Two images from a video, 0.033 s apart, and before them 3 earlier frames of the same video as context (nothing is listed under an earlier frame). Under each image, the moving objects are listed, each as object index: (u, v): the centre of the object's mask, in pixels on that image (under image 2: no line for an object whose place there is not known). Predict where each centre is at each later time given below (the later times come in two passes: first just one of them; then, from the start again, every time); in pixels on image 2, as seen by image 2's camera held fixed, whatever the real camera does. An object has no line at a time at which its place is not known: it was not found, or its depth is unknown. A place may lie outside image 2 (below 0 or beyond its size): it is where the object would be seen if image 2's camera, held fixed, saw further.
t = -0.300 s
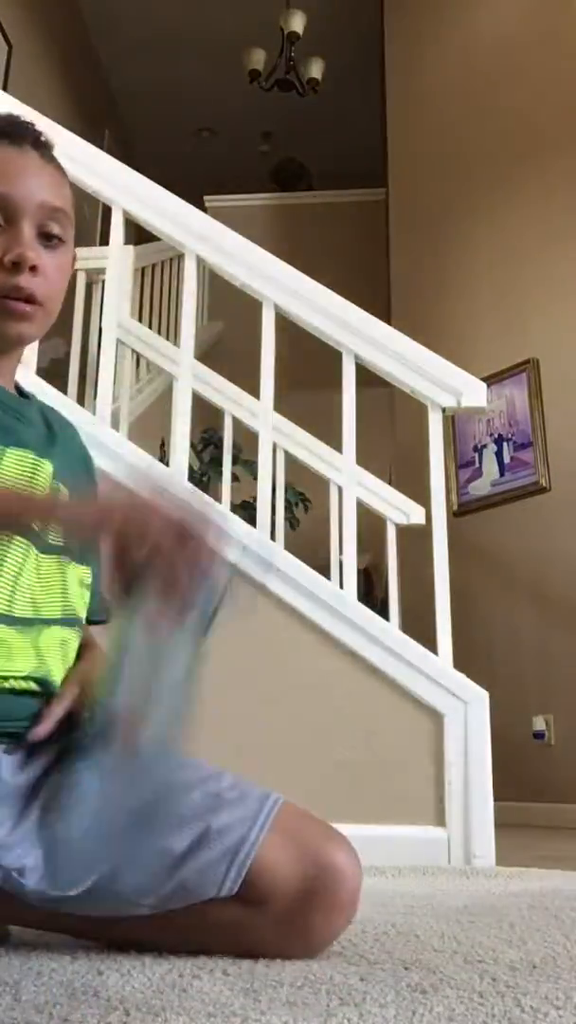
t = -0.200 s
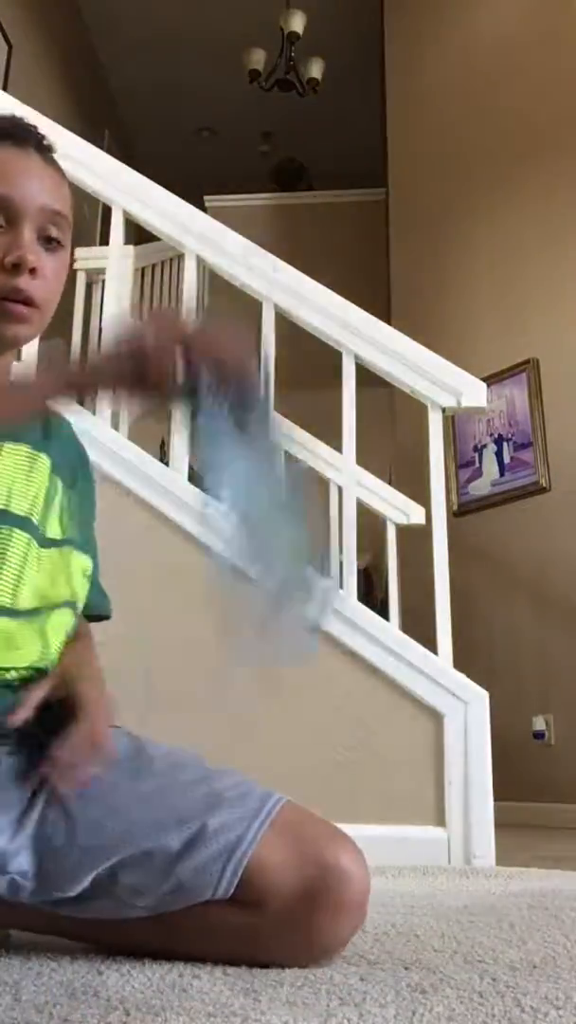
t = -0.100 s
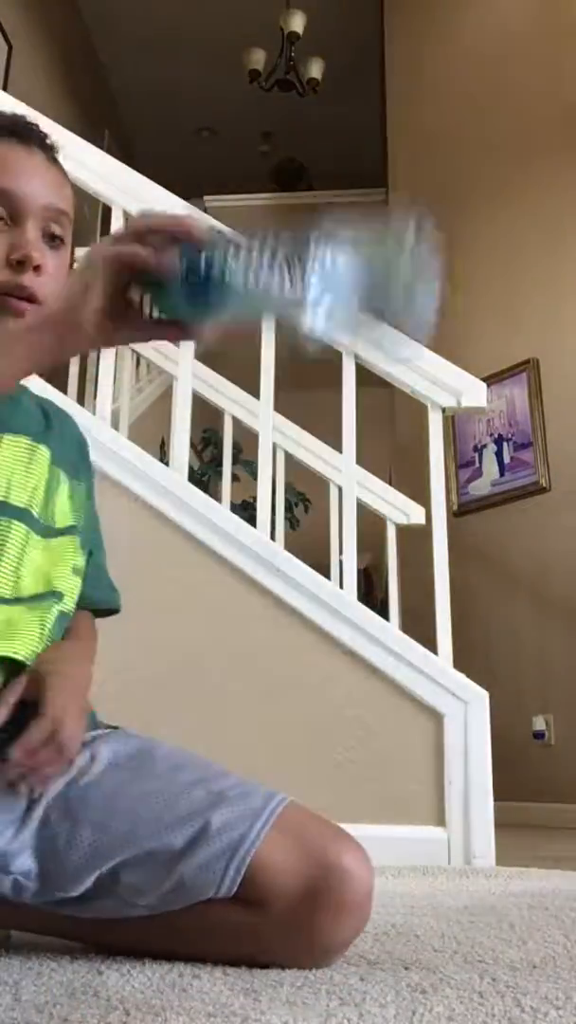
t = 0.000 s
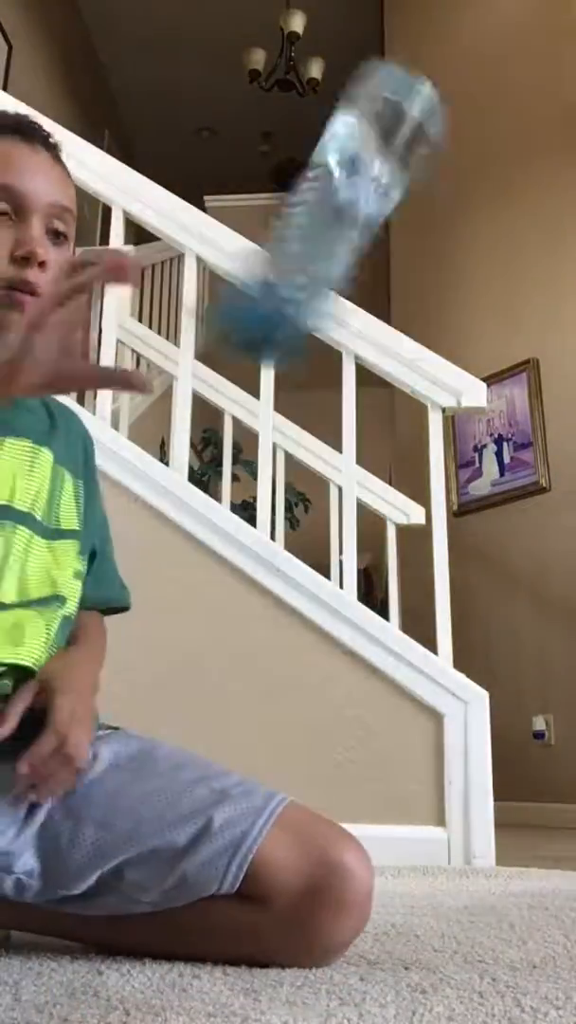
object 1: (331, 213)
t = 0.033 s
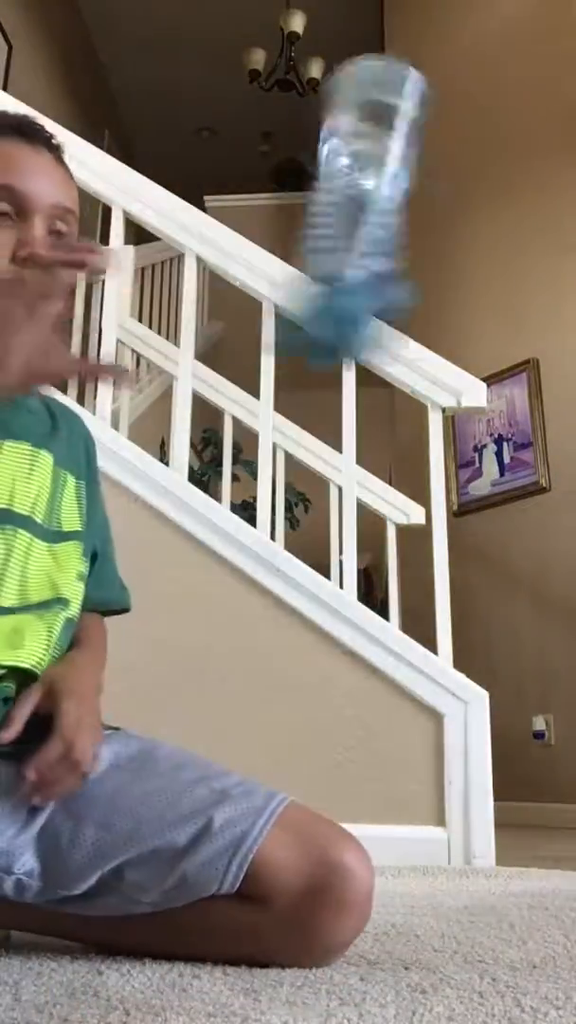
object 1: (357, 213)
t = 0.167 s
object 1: (433, 246)
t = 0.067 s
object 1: (387, 207)
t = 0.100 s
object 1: (421, 214)
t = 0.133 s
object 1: (425, 223)
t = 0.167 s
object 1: (433, 246)
